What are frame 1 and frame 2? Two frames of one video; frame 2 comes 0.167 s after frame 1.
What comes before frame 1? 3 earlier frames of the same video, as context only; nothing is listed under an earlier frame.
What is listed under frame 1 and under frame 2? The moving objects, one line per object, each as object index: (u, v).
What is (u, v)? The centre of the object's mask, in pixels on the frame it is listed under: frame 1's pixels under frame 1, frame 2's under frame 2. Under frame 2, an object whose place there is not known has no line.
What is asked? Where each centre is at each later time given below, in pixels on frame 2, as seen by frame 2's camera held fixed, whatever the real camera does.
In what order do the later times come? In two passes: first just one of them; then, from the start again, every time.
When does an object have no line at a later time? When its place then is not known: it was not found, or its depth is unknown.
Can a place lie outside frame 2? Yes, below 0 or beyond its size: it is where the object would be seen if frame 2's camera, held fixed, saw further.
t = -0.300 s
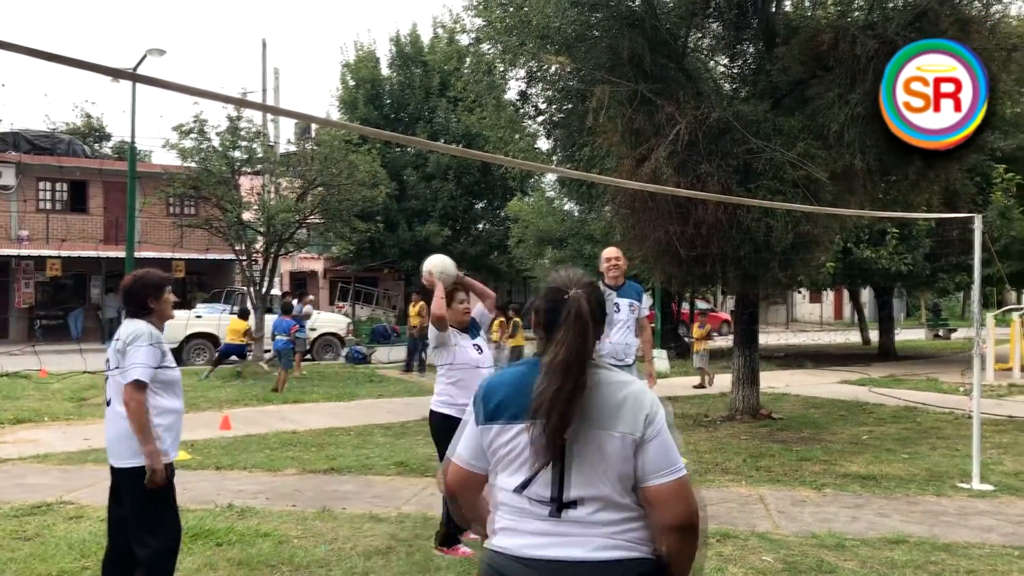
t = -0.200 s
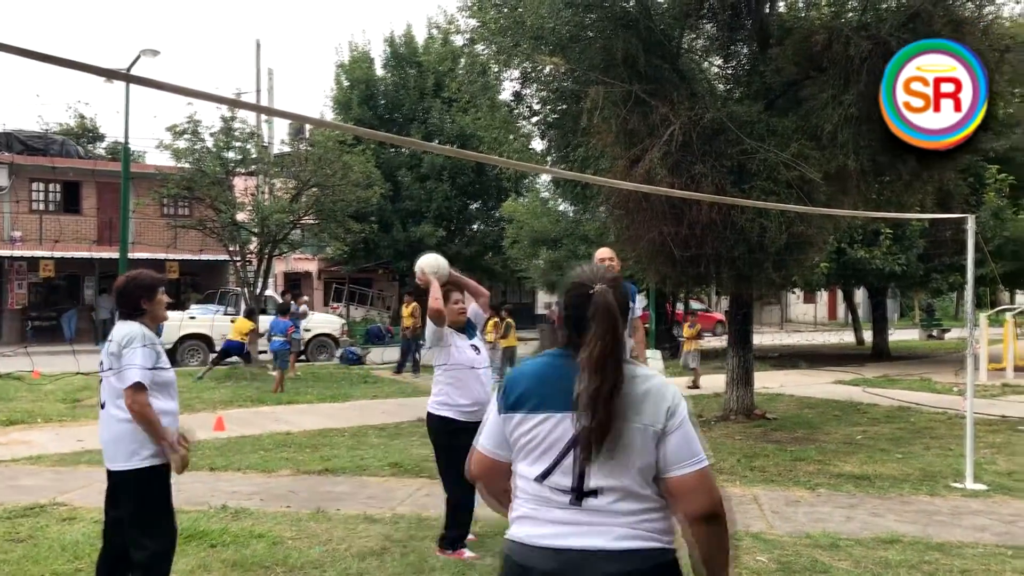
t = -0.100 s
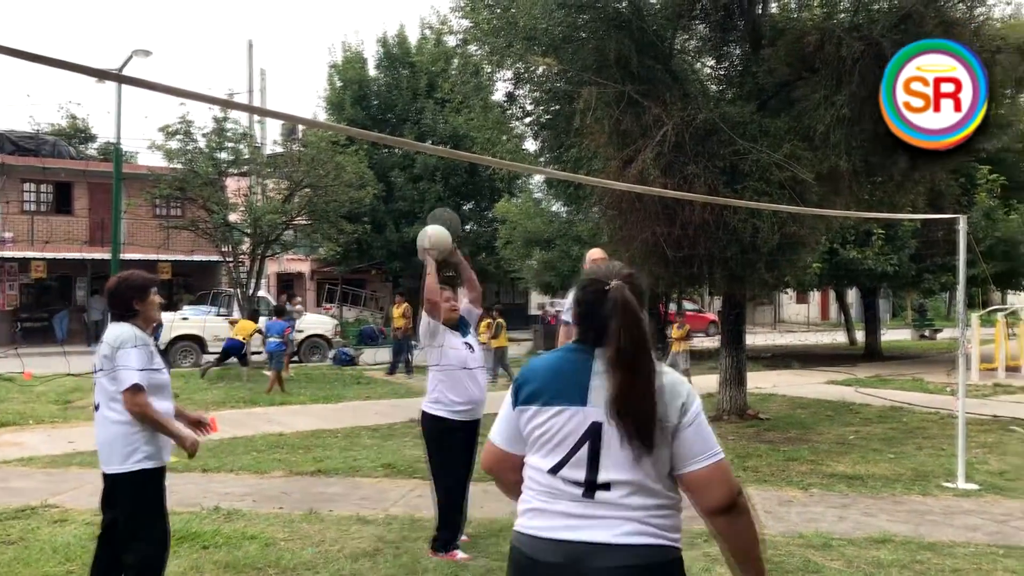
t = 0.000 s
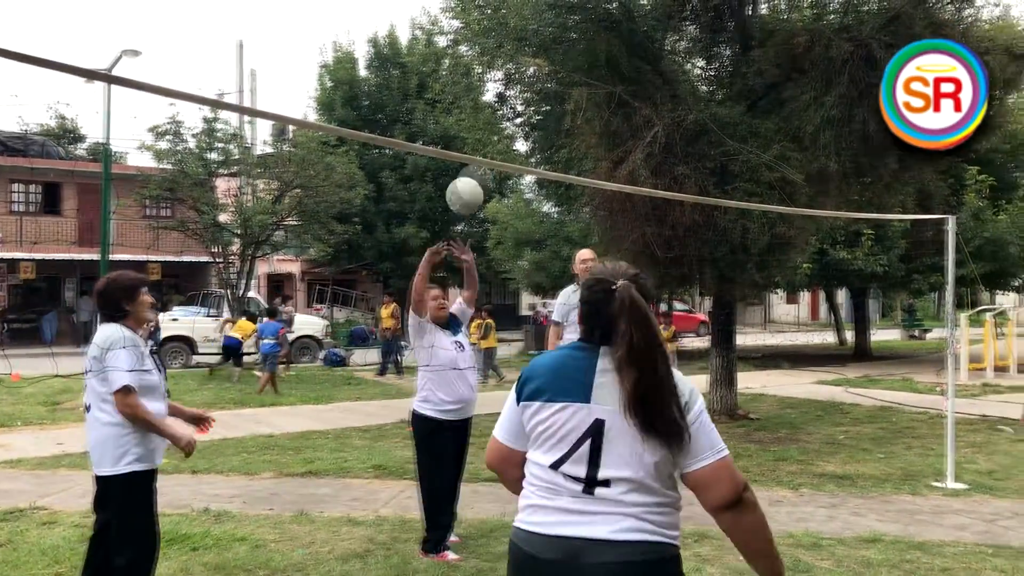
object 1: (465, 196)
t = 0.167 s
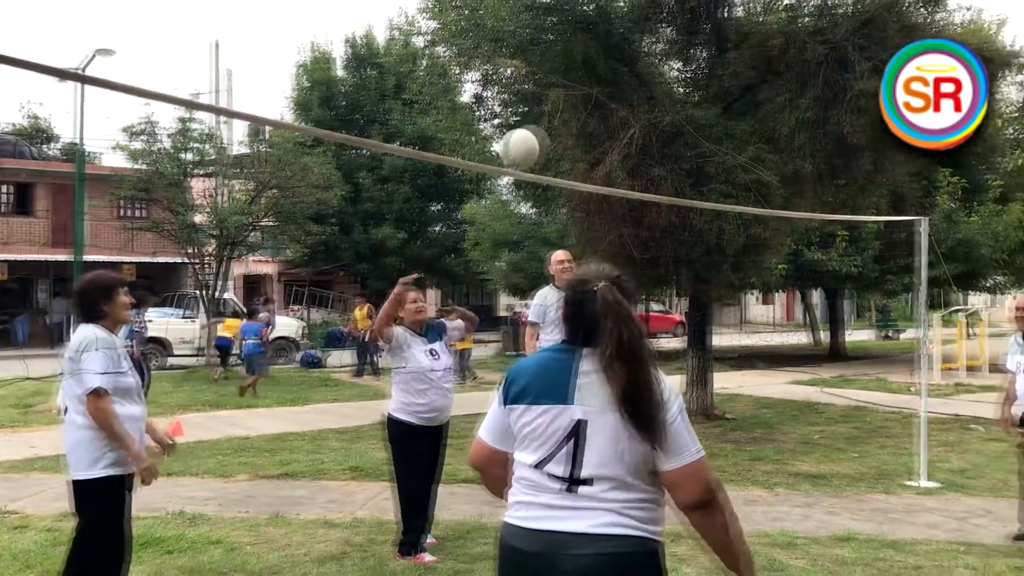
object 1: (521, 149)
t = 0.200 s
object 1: (537, 145)
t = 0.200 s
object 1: (537, 145)
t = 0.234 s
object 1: (555, 143)
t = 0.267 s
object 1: (573, 144)
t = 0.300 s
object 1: (592, 146)
